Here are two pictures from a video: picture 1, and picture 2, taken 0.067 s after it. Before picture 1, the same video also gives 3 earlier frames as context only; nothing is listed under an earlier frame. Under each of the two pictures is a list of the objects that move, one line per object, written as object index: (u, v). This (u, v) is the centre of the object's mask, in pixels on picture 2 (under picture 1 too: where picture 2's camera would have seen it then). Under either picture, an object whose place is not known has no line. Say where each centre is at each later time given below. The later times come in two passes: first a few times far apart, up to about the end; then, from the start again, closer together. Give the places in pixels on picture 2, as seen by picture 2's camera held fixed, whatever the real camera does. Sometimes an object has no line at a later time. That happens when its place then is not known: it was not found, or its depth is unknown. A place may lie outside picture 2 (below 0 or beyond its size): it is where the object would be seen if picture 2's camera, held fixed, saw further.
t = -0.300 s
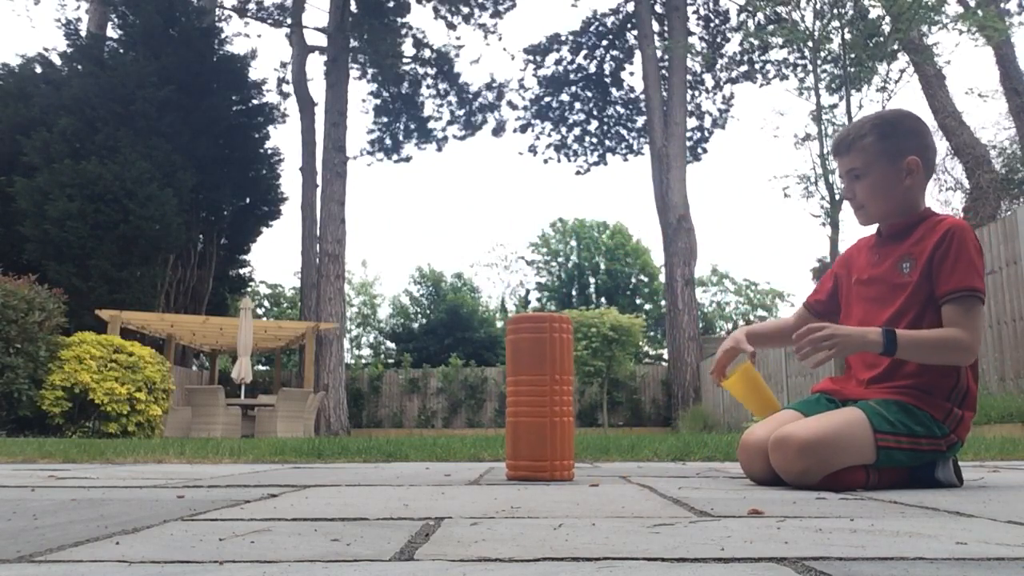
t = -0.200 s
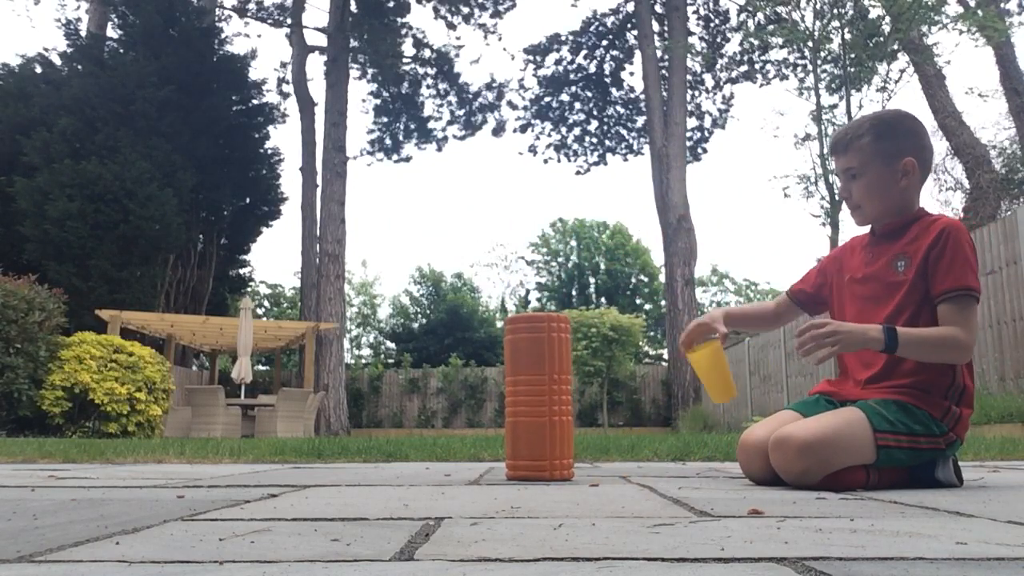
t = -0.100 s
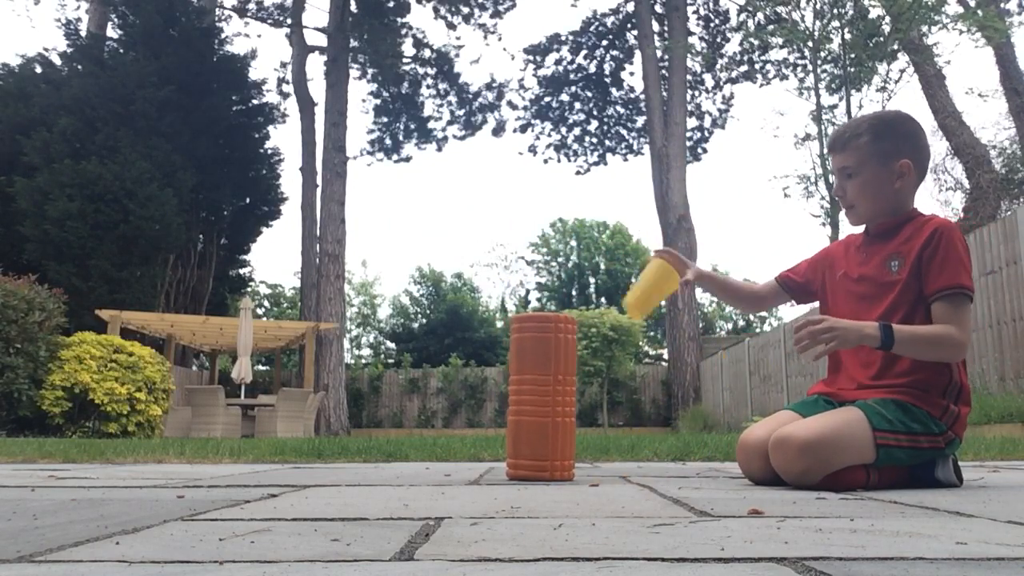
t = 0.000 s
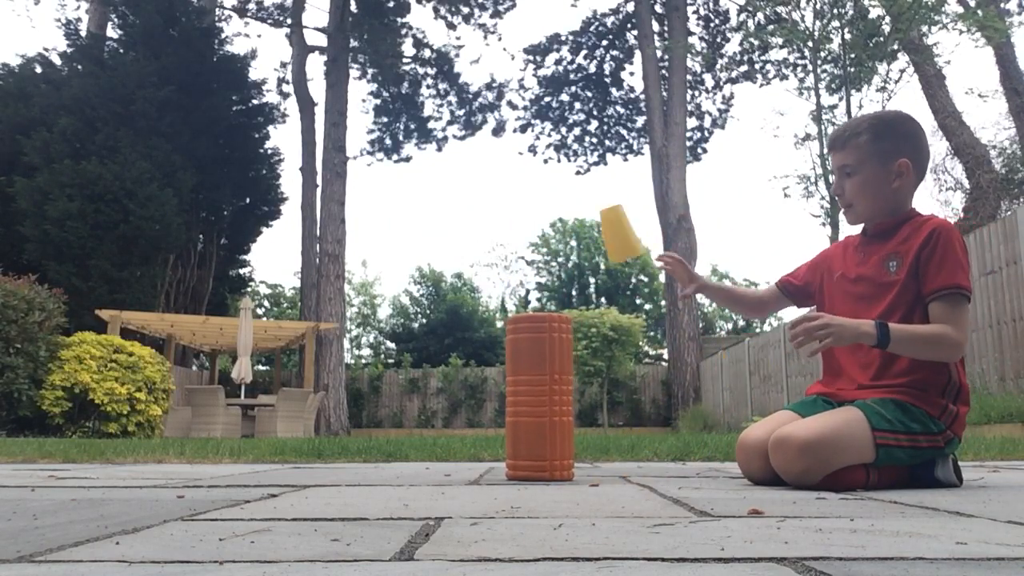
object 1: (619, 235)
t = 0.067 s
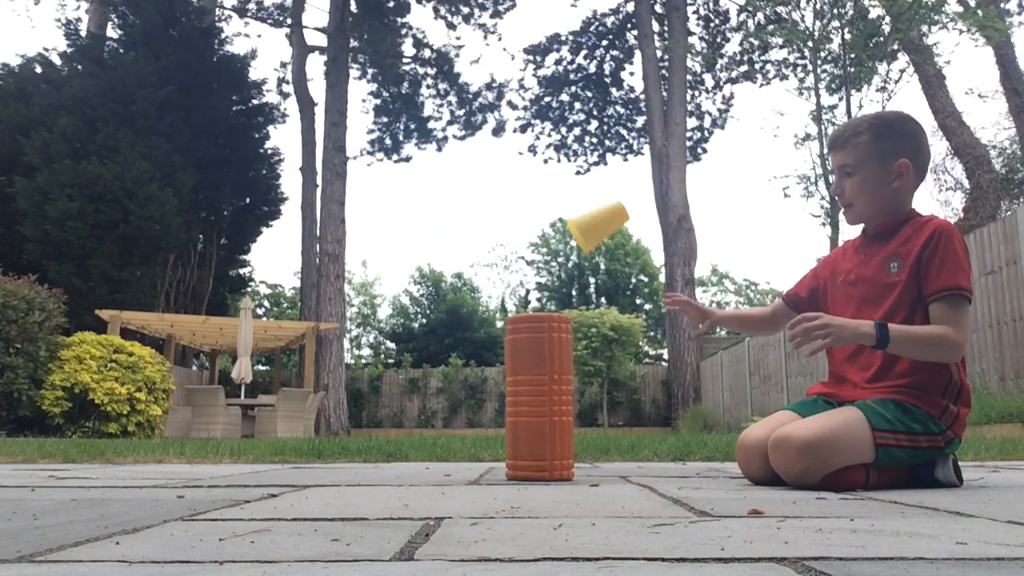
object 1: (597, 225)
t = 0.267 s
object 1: (550, 295)
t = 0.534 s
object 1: (451, 335)
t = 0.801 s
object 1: (358, 418)
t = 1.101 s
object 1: (216, 459)
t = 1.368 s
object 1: (133, 464)
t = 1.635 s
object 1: (131, 465)
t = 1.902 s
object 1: (131, 465)
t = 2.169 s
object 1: (131, 465)
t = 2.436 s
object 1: (131, 465)
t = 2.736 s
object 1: (131, 465)
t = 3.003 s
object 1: (132, 465)
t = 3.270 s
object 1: (131, 465)
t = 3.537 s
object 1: (131, 465)
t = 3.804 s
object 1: (131, 465)
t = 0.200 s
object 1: (565, 255)
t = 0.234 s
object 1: (558, 277)
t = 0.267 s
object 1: (550, 295)
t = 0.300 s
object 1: (539, 281)
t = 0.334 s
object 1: (526, 272)
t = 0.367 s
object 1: (514, 268)
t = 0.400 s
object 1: (502, 269)
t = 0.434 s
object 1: (489, 275)
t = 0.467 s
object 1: (476, 289)
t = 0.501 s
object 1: (462, 308)
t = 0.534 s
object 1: (451, 335)
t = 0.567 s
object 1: (441, 367)
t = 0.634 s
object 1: (423, 444)
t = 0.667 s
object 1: (409, 449)
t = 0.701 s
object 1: (398, 433)
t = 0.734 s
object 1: (388, 424)
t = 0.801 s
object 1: (358, 418)
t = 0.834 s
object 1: (344, 430)
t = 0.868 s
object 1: (331, 449)
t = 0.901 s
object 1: (315, 448)
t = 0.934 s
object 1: (299, 450)
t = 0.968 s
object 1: (284, 455)
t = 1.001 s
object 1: (267, 448)
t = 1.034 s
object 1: (249, 448)
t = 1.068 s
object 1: (231, 455)
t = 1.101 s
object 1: (216, 459)
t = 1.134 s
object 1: (202, 459)
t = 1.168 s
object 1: (189, 456)
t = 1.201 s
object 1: (175, 459)
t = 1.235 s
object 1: (163, 462)
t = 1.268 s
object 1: (153, 462)
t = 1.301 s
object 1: (145, 462)
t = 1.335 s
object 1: (138, 463)
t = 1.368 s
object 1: (133, 464)
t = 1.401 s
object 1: (131, 464)
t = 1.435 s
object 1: (131, 464)
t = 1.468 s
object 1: (132, 464)
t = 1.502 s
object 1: (132, 465)
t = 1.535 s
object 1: (131, 465)
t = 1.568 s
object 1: (131, 465)
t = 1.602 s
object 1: (132, 465)
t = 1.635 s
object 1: (131, 465)
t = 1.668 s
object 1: (131, 465)
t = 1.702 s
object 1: (131, 465)
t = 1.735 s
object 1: (131, 465)
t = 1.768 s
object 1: (131, 465)
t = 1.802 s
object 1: (131, 465)
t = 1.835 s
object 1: (131, 465)
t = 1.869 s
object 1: (131, 465)
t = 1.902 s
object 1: (131, 465)
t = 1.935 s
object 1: (131, 465)
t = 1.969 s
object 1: (131, 465)
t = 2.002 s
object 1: (132, 465)
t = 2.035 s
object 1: (131, 465)
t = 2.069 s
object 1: (131, 465)
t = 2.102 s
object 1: (131, 465)
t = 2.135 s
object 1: (131, 465)
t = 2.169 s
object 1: (131, 465)
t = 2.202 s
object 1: (131, 465)
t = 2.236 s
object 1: (131, 465)
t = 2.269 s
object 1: (131, 465)
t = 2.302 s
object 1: (131, 465)
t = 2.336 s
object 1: (131, 465)
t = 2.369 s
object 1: (131, 465)
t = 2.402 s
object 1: (131, 465)
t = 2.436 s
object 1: (131, 465)
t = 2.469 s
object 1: (131, 465)
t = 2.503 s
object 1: (131, 465)
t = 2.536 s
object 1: (131, 465)
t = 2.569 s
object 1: (131, 465)
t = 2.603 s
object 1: (131, 465)
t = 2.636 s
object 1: (131, 465)
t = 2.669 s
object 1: (131, 465)
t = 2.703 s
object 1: (131, 465)
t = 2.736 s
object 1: (131, 465)
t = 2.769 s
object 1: (131, 465)
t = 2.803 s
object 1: (131, 465)
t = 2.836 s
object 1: (131, 465)
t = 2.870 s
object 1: (131, 465)
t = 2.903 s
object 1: (131, 465)
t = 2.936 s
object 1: (131, 465)
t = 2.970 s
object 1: (131, 465)
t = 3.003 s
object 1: (132, 465)
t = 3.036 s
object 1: (131, 465)
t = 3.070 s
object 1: (131, 465)
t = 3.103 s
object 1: (131, 465)
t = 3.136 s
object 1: (131, 465)
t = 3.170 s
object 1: (131, 465)
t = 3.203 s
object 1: (131, 465)
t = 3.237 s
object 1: (131, 465)
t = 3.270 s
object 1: (131, 465)
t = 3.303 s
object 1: (131, 465)
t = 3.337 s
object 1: (132, 465)
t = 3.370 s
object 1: (131, 465)
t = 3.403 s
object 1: (131, 465)
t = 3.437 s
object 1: (131, 465)
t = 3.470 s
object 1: (131, 465)
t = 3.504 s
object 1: (131, 465)
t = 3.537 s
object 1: (131, 465)
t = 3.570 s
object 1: (131, 465)
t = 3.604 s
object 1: (131, 465)
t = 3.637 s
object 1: (131, 465)
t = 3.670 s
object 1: (131, 465)
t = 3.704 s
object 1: (131, 465)
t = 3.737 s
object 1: (131, 465)
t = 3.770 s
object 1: (131, 465)
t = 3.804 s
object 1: (131, 465)
